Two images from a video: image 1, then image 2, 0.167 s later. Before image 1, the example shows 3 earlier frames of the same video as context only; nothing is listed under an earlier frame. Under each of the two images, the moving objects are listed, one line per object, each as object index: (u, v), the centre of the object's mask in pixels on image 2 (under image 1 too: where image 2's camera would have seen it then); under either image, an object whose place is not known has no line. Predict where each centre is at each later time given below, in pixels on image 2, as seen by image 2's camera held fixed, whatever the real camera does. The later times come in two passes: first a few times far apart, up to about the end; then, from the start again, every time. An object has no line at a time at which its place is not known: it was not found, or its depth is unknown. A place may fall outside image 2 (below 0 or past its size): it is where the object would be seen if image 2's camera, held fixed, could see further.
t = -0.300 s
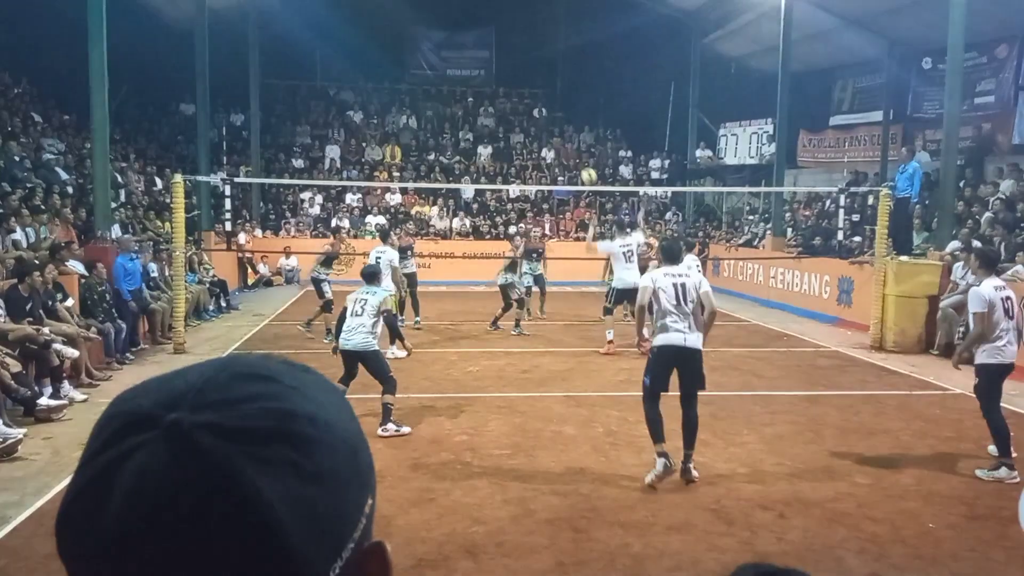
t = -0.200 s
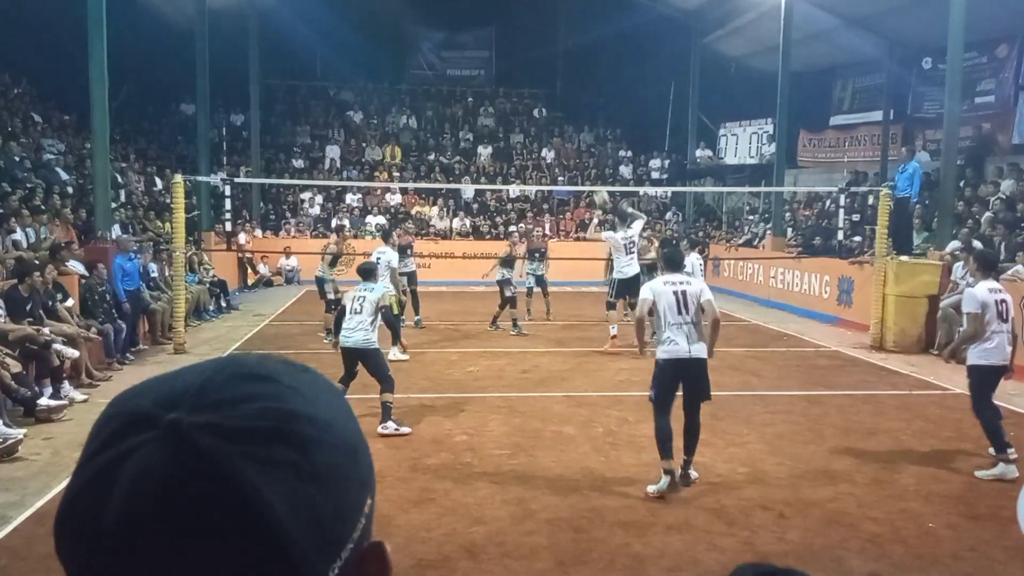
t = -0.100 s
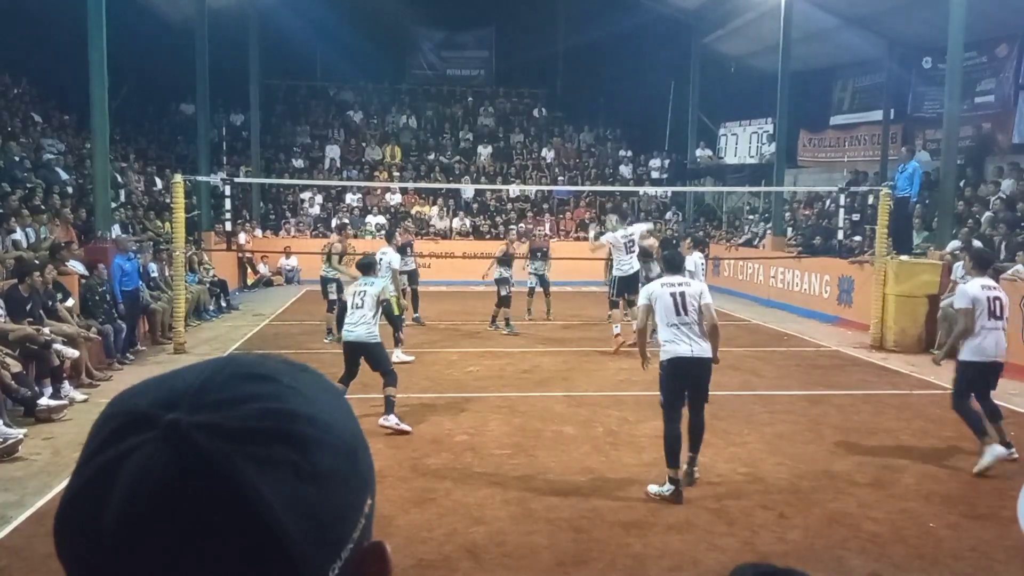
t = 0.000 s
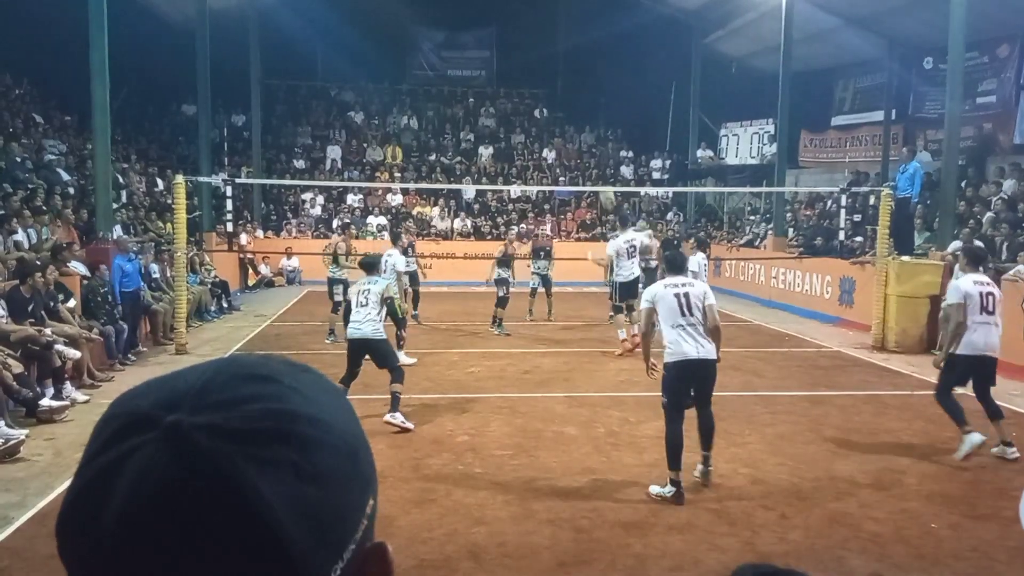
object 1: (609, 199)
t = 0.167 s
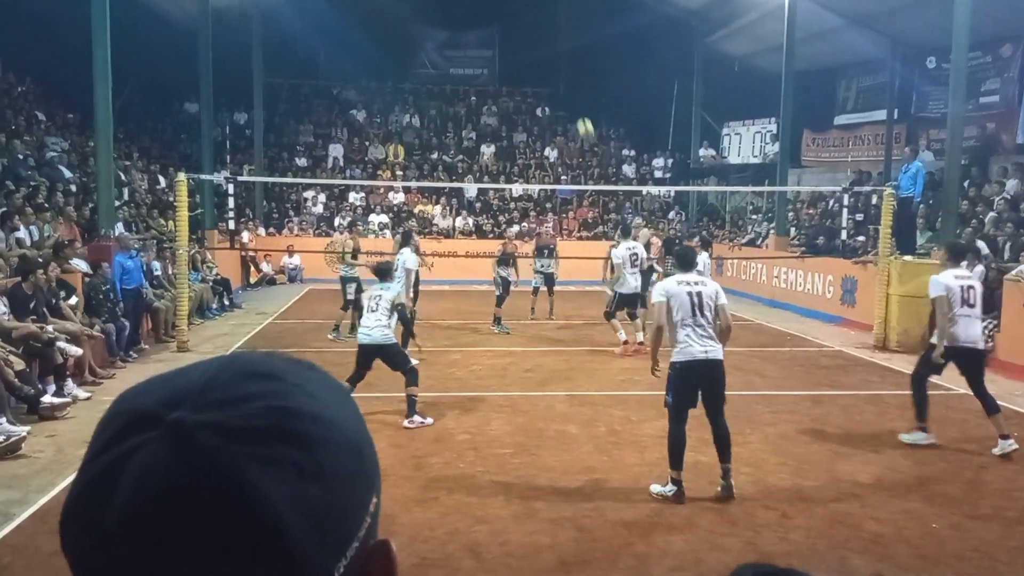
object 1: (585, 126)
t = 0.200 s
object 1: (580, 116)
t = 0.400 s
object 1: (551, 65)
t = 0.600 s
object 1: (521, 42)
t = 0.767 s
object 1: (496, 43)
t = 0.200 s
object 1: (580, 116)
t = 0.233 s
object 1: (576, 106)
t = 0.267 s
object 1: (571, 96)
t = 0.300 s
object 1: (566, 87)
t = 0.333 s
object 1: (561, 80)
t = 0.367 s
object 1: (556, 72)
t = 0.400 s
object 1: (551, 65)
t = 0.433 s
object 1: (546, 59)
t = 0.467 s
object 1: (541, 55)
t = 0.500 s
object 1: (536, 50)
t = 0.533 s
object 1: (531, 47)
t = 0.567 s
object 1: (526, 44)
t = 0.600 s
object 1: (521, 42)
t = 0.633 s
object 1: (516, 41)
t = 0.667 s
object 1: (511, 40)
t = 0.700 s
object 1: (506, 41)
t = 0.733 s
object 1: (501, 41)
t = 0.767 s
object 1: (496, 43)
